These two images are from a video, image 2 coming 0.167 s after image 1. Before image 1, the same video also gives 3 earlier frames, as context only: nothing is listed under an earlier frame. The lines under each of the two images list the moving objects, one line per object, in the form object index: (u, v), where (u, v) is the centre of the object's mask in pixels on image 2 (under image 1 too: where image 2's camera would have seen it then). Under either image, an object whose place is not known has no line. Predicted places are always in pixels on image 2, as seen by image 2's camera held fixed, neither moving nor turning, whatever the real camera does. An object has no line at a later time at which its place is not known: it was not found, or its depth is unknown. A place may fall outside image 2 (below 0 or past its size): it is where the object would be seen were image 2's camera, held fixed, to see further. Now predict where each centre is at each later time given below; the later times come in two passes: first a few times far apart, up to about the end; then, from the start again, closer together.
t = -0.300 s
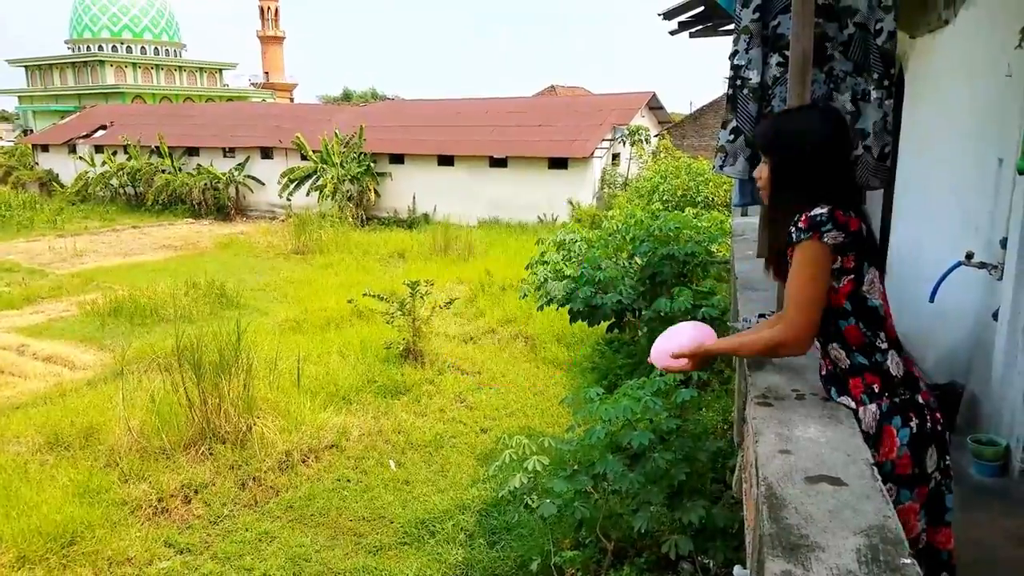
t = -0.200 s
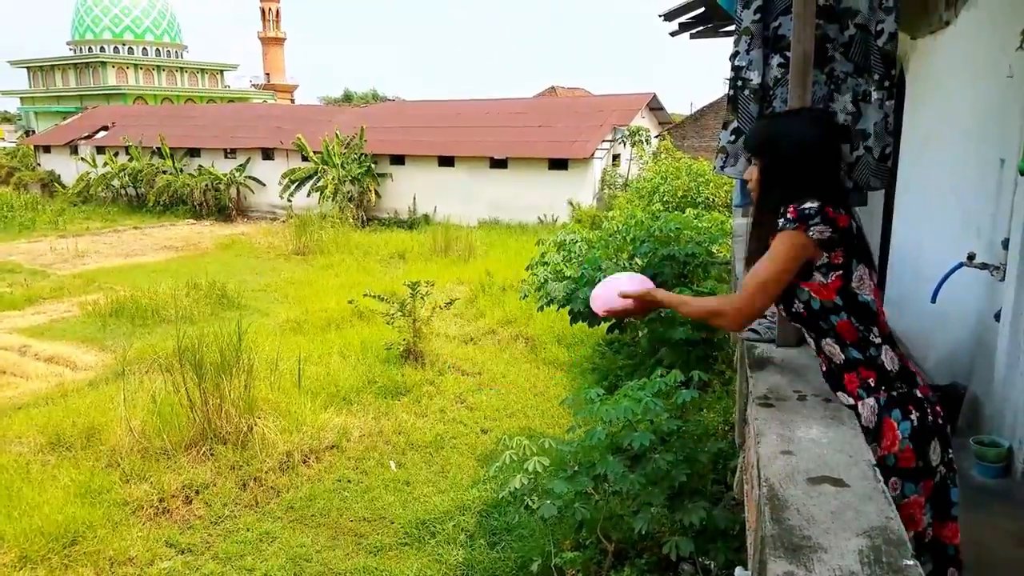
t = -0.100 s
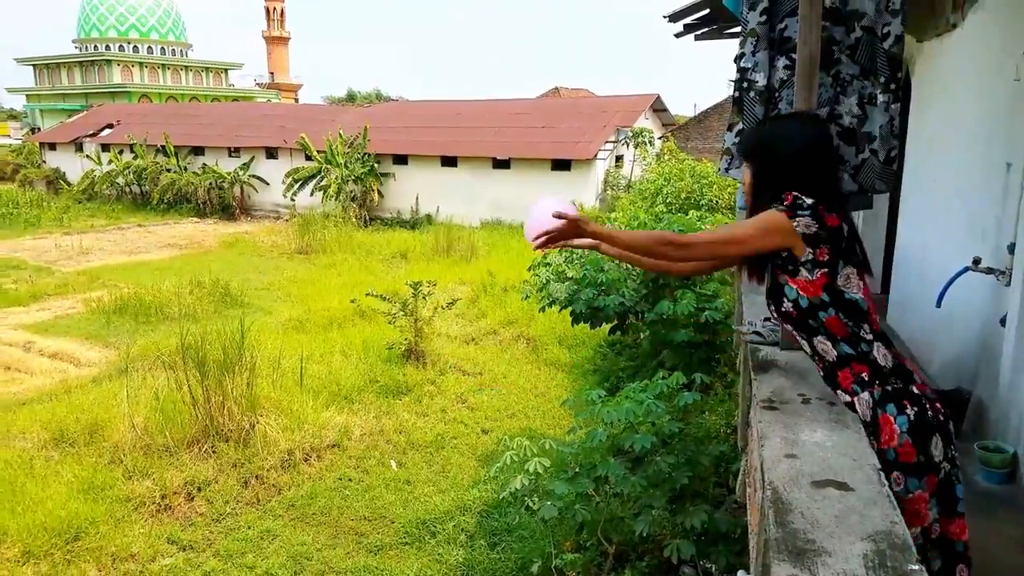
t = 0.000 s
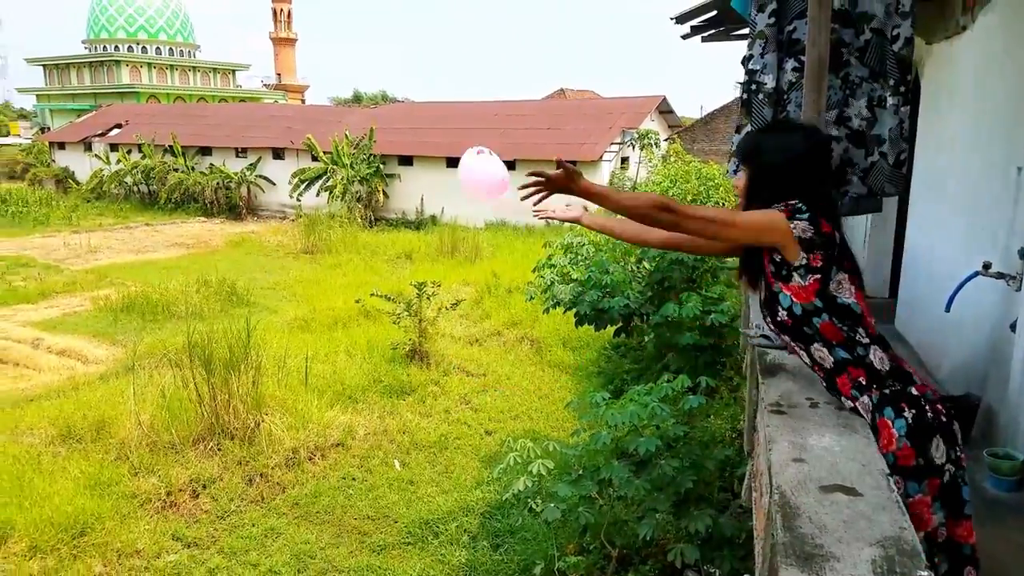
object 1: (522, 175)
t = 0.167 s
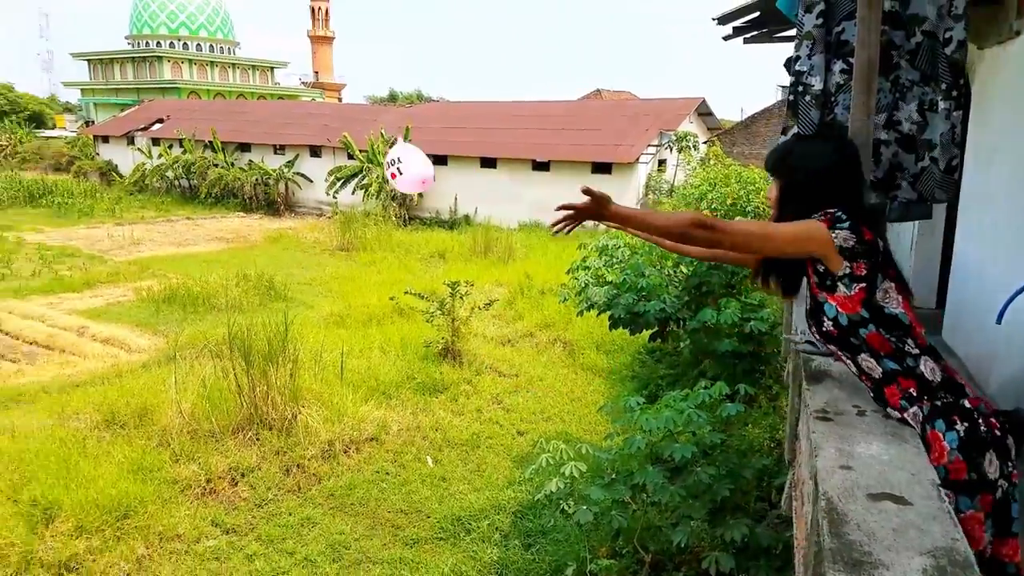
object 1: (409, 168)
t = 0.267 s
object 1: (352, 207)
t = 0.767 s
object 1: (175, 660)
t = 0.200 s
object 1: (388, 178)
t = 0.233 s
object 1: (370, 191)
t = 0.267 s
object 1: (352, 207)
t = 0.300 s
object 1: (336, 225)
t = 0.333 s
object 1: (318, 248)
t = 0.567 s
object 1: (233, 445)
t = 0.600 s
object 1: (222, 479)
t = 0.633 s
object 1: (211, 514)
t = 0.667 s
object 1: (202, 549)
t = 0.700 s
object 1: (192, 585)
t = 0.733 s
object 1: (183, 622)
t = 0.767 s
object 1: (175, 660)
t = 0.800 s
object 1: (166, 698)
